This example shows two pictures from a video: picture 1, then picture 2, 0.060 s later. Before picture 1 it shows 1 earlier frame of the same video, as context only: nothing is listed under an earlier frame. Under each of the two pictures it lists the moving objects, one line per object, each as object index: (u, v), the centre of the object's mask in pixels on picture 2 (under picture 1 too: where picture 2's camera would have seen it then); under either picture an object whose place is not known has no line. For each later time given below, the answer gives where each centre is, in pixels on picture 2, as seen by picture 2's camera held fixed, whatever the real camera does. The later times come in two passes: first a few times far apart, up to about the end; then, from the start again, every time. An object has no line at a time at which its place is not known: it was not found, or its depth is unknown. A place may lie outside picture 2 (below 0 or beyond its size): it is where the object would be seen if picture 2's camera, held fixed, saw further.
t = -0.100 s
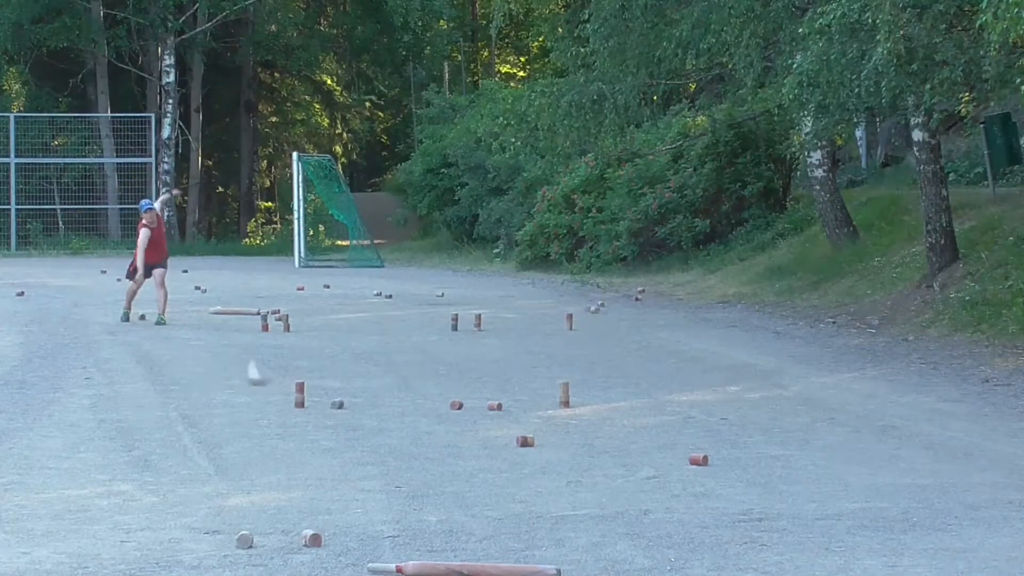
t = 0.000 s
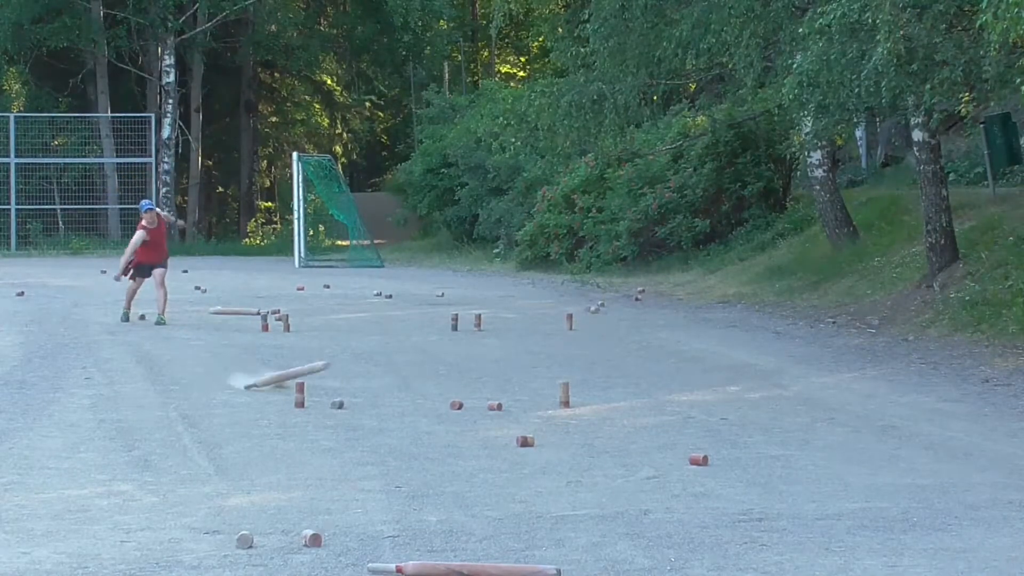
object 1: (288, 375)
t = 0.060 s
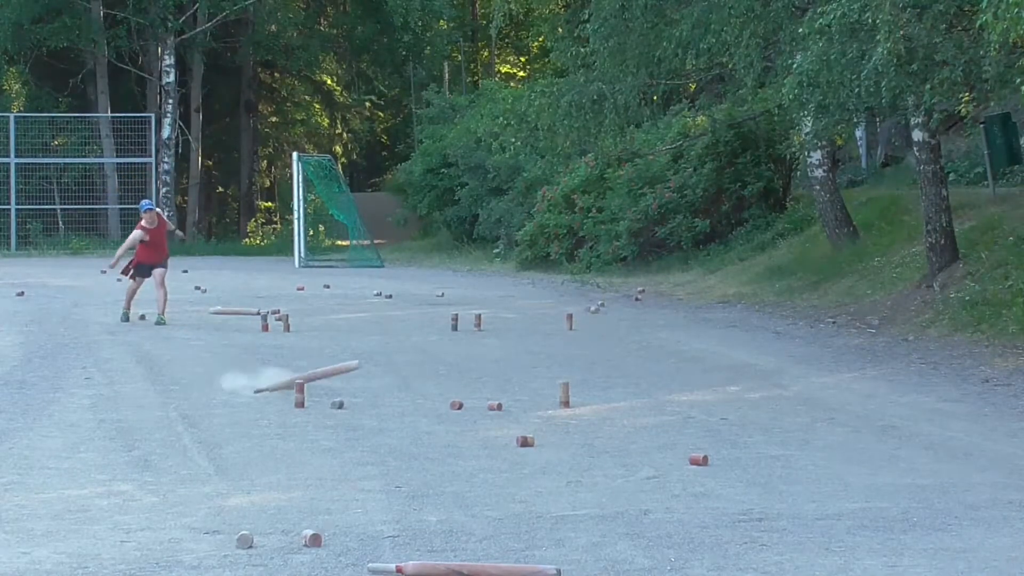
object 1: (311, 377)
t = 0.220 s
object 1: (367, 397)
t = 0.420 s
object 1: (438, 430)
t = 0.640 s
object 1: (495, 443)
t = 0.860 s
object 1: (551, 464)
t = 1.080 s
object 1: (609, 480)
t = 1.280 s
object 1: (662, 491)
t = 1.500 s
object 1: (721, 501)
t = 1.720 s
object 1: (761, 508)
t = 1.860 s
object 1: (771, 509)
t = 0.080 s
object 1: (318, 378)
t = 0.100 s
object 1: (326, 381)
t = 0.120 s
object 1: (344, 381)
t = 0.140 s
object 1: (337, 386)
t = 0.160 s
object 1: (345, 388)
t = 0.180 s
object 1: (351, 390)
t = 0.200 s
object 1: (357, 393)
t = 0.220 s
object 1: (367, 397)
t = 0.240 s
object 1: (376, 399)
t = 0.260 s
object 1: (384, 401)
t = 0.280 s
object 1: (393, 403)
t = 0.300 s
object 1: (399, 405)
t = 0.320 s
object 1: (405, 408)
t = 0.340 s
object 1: (412, 411)
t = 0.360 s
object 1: (415, 415)
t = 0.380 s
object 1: (426, 420)
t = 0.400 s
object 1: (432, 425)
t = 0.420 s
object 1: (438, 430)
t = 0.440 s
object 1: (442, 432)
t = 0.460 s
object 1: (448, 433)
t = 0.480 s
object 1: (454, 434)
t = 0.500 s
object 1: (461, 435)
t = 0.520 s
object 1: (466, 435)
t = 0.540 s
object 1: (470, 437)
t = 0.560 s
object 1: (476, 439)
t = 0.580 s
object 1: (485, 441)
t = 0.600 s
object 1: (485, 442)
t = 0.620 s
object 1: (487, 443)
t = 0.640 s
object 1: (495, 443)
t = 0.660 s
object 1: (502, 445)
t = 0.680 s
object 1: (506, 447)
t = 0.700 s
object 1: (511, 450)
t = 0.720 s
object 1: (516, 454)
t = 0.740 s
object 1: (522, 457)
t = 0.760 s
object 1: (527, 458)
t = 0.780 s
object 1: (532, 460)
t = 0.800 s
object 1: (537, 462)
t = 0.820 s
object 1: (541, 463)
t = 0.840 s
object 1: (546, 464)
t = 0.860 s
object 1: (551, 464)
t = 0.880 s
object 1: (556, 466)
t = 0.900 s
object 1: (561, 468)
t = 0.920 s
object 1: (566, 470)
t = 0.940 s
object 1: (571, 471)
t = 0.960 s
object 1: (577, 472)
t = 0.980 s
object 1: (582, 474)
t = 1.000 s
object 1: (588, 476)
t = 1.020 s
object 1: (592, 476)
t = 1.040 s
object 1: (597, 477)
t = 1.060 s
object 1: (603, 479)
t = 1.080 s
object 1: (609, 480)
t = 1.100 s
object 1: (614, 481)
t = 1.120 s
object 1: (620, 483)
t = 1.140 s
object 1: (626, 484)
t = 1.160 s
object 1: (631, 485)
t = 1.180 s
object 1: (637, 487)
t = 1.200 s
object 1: (641, 487)
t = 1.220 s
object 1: (647, 488)
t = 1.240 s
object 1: (652, 489)
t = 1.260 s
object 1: (658, 490)
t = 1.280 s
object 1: (662, 491)
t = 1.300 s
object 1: (667, 492)
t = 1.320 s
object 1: (673, 493)
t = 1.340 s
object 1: (679, 494)
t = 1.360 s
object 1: (686, 495)
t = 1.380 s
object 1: (692, 497)
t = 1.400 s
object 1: (697, 497)
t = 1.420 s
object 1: (703, 498)
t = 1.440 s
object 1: (708, 499)
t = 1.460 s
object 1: (712, 500)
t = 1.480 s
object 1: (716, 501)
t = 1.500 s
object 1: (721, 501)
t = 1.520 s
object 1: (726, 502)
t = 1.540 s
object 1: (730, 503)
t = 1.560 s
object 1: (734, 503)
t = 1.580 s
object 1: (738, 504)
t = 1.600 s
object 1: (742, 505)
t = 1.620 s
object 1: (745, 505)
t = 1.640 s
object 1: (749, 506)
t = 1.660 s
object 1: (753, 506)
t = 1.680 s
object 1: (756, 507)
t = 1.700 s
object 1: (759, 508)
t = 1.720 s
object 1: (761, 508)
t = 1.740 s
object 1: (764, 508)
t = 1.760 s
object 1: (765, 508)
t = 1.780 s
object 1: (766, 508)
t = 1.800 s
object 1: (768, 508)
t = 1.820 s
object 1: (769, 508)
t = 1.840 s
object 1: (770, 508)
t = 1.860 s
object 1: (771, 509)
